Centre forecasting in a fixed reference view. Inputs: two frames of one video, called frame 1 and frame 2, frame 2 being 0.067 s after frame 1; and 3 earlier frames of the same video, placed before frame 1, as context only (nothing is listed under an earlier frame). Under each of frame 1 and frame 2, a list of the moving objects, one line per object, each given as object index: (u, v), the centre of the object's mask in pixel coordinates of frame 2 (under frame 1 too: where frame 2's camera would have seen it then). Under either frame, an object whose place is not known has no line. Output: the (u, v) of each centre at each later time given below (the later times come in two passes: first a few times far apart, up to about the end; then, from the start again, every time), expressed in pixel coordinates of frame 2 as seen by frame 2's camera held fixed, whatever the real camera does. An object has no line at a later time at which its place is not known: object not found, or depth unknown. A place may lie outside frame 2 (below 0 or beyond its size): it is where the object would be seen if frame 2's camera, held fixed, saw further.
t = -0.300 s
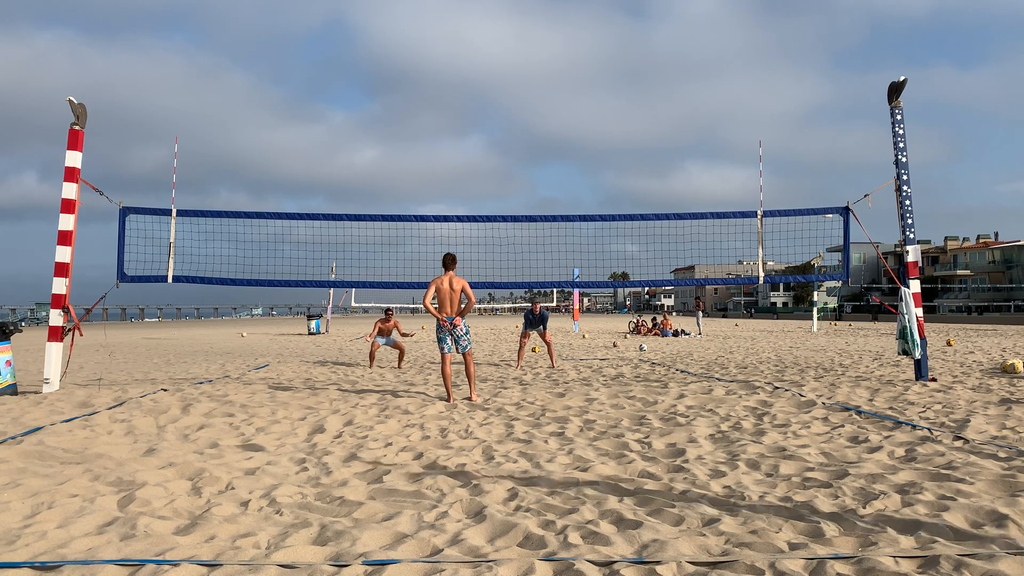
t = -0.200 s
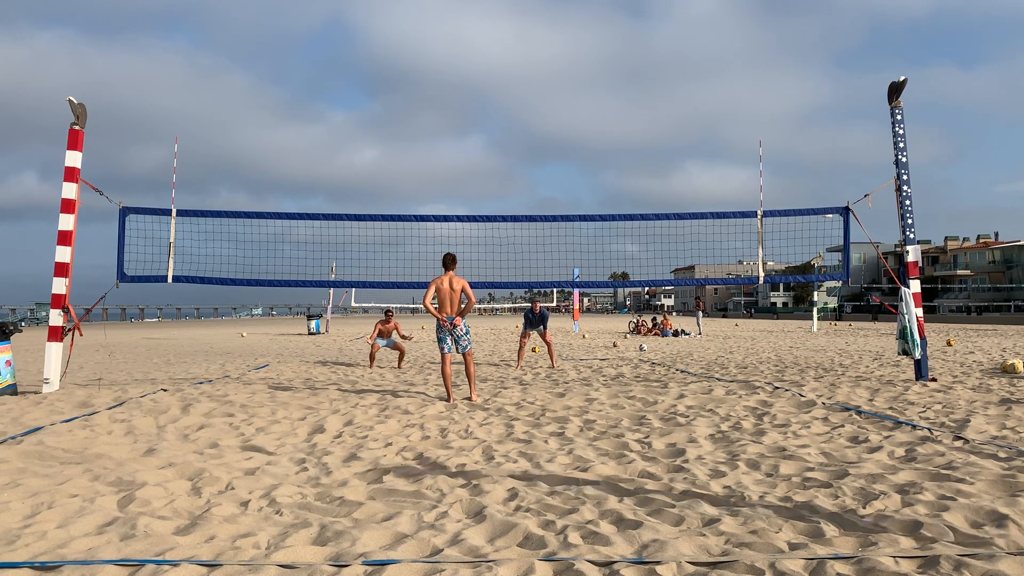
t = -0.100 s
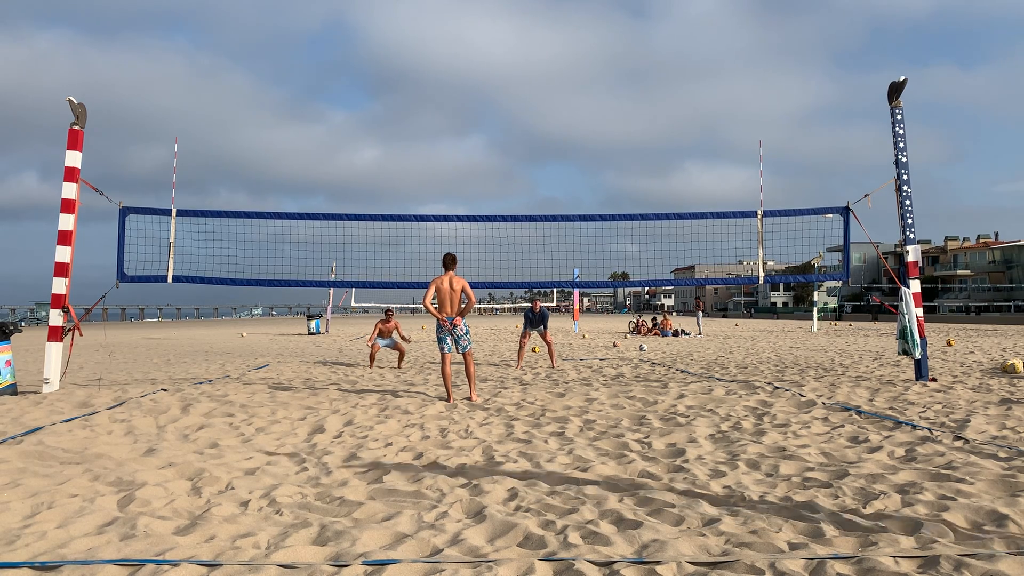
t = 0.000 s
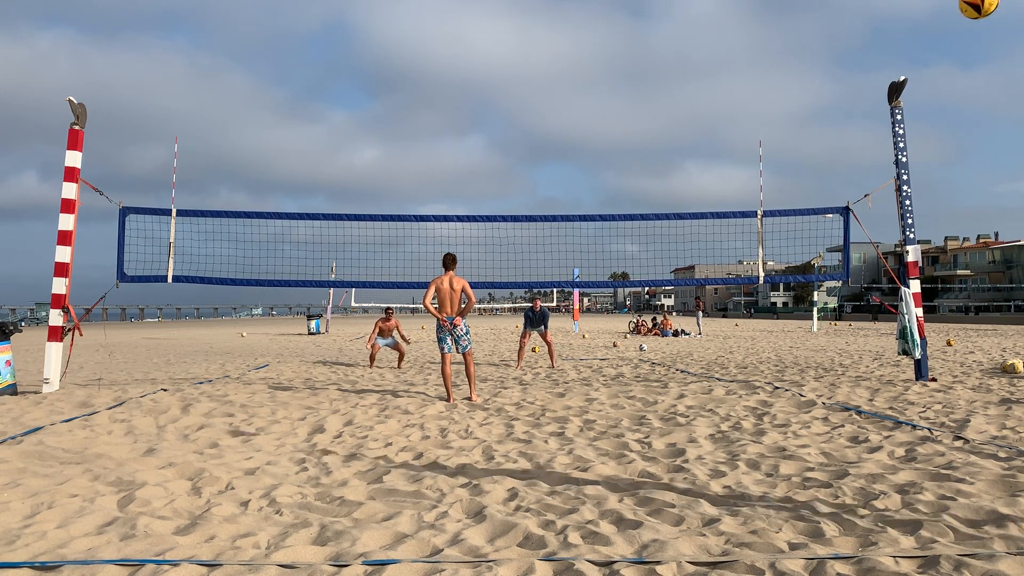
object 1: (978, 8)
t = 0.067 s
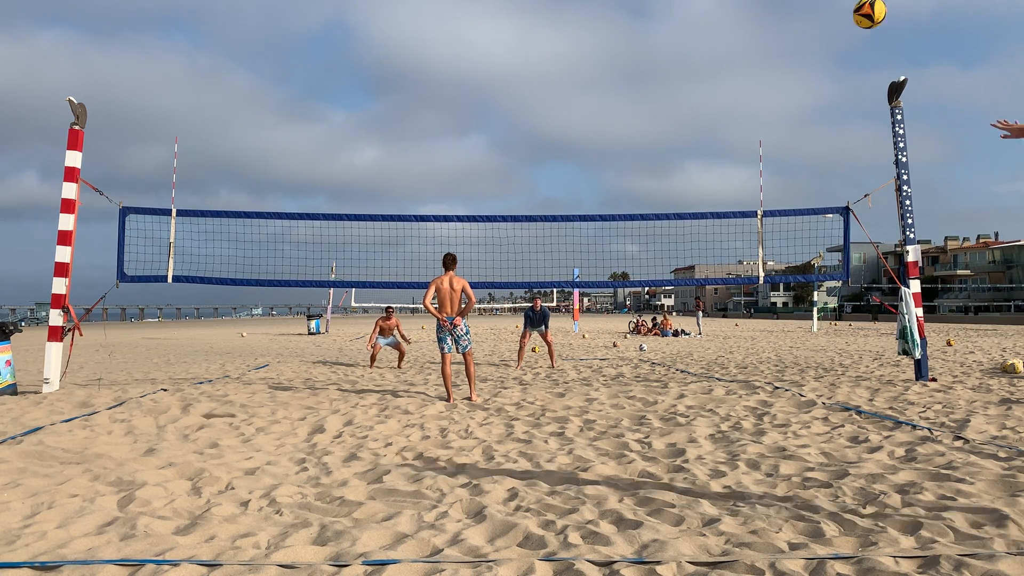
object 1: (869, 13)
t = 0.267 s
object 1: (680, 61)
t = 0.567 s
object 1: (560, 161)
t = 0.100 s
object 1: (826, 19)
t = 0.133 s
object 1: (789, 26)
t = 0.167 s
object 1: (756, 34)
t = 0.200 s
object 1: (728, 43)
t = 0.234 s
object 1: (703, 52)
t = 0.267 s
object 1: (680, 61)
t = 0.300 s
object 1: (661, 71)
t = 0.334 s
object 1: (643, 82)
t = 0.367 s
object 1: (628, 93)
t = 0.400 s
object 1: (613, 103)
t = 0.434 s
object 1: (601, 114)
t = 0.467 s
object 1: (589, 126)
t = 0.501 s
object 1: (578, 137)
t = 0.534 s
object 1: (569, 149)
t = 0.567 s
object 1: (560, 161)
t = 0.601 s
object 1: (552, 173)
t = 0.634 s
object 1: (545, 185)
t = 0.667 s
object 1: (538, 197)
